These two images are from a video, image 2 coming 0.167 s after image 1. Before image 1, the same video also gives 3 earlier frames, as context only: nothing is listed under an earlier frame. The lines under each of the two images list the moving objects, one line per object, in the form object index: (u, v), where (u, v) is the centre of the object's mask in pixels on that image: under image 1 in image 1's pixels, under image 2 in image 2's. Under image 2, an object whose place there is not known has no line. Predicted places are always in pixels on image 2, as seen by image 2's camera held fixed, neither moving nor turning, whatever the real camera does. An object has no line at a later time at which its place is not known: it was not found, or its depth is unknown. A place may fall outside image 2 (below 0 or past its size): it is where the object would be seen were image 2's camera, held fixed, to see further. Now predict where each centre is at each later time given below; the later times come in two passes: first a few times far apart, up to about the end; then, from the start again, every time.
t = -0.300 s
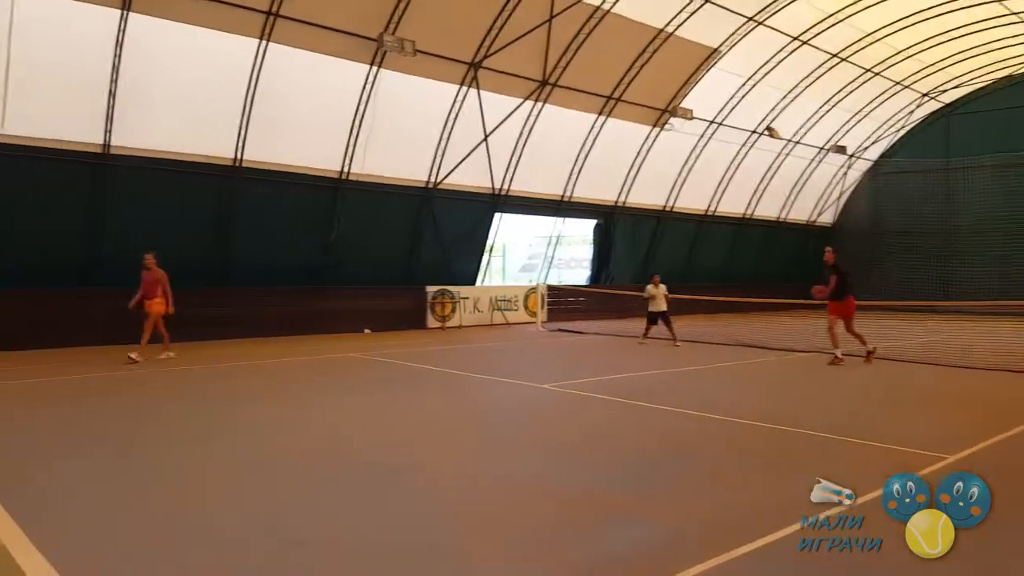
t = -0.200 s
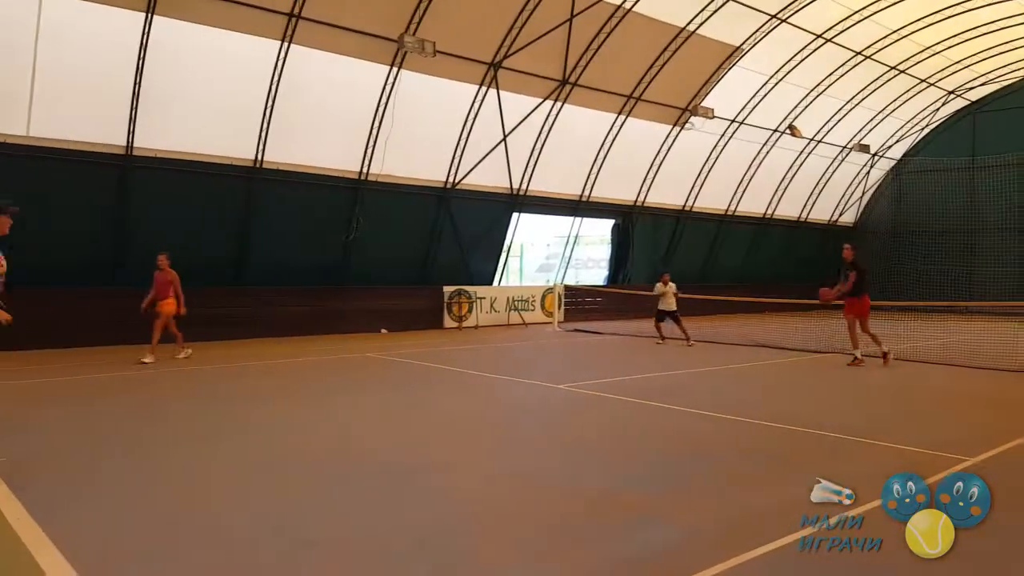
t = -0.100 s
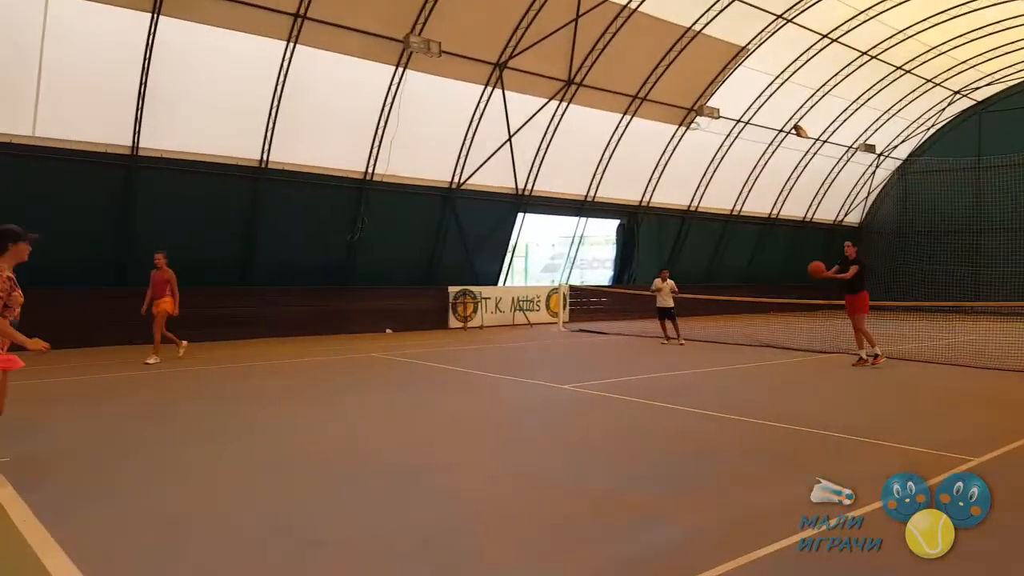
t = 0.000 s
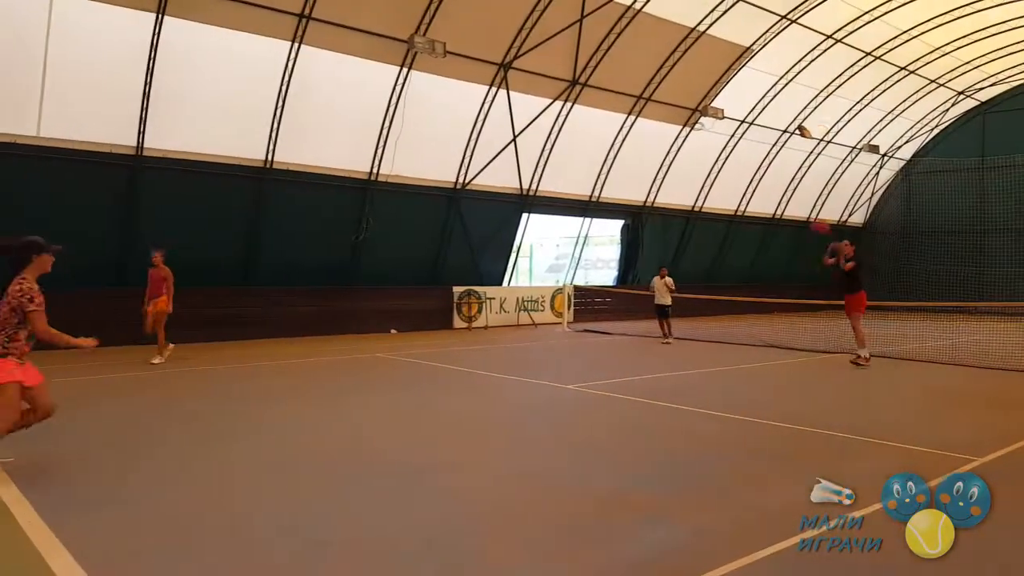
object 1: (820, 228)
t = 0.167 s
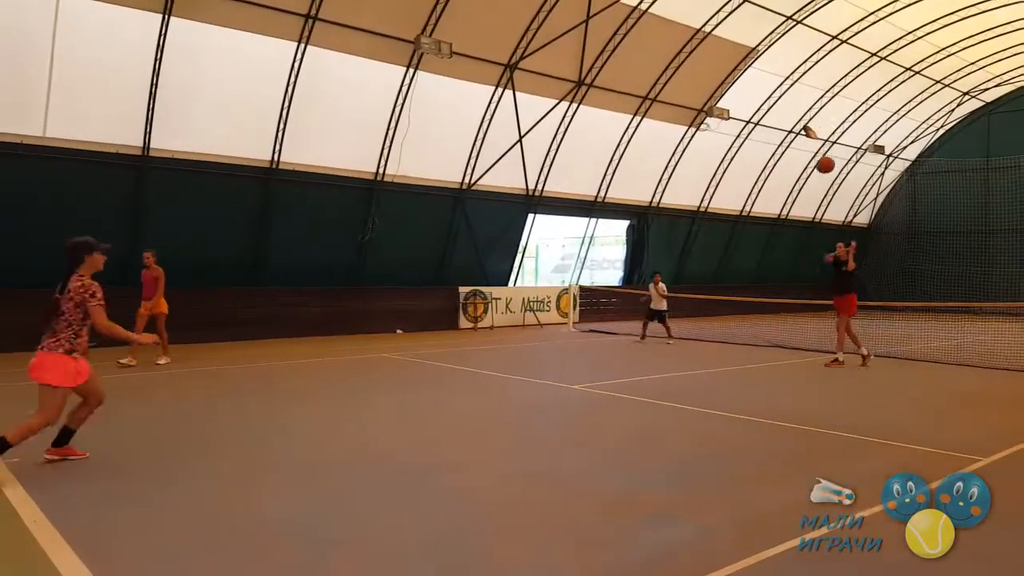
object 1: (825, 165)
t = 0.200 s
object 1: (825, 154)
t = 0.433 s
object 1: (821, 94)
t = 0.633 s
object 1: (819, 73)
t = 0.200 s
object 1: (825, 154)
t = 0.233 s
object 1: (823, 143)
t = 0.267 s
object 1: (824, 133)
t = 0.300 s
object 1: (824, 124)
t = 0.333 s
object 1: (823, 116)
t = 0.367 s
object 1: (821, 108)
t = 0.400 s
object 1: (821, 101)
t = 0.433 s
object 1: (821, 94)
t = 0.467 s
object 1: (821, 89)
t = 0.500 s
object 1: (820, 84)
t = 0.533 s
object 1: (820, 80)
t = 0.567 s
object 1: (820, 77)
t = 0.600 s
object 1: (819, 75)
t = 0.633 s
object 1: (819, 73)
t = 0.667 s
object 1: (818, 73)
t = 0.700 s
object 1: (818, 74)
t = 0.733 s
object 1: (816, 76)
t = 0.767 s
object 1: (813, 81)
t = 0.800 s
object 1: (817, 85)
